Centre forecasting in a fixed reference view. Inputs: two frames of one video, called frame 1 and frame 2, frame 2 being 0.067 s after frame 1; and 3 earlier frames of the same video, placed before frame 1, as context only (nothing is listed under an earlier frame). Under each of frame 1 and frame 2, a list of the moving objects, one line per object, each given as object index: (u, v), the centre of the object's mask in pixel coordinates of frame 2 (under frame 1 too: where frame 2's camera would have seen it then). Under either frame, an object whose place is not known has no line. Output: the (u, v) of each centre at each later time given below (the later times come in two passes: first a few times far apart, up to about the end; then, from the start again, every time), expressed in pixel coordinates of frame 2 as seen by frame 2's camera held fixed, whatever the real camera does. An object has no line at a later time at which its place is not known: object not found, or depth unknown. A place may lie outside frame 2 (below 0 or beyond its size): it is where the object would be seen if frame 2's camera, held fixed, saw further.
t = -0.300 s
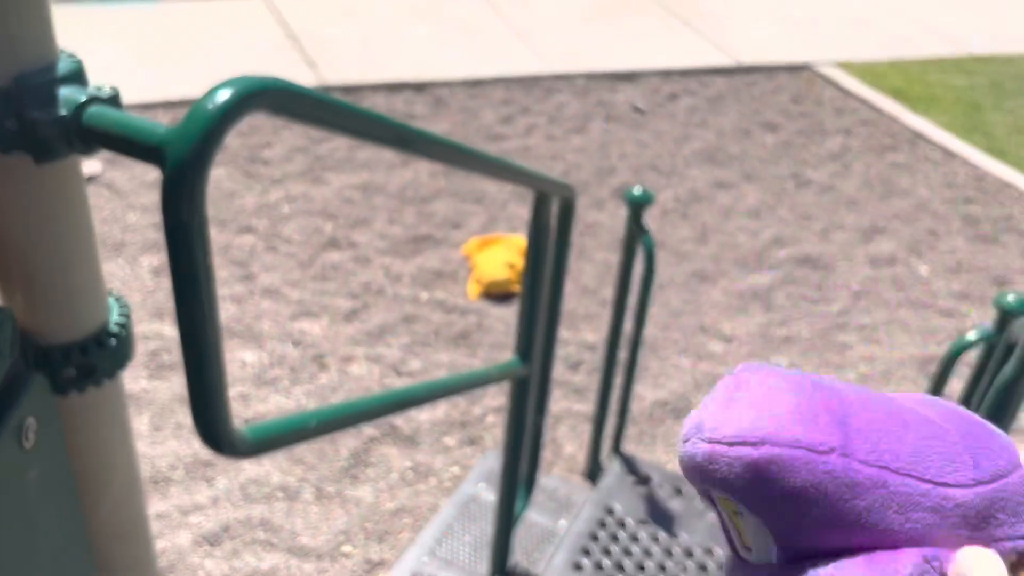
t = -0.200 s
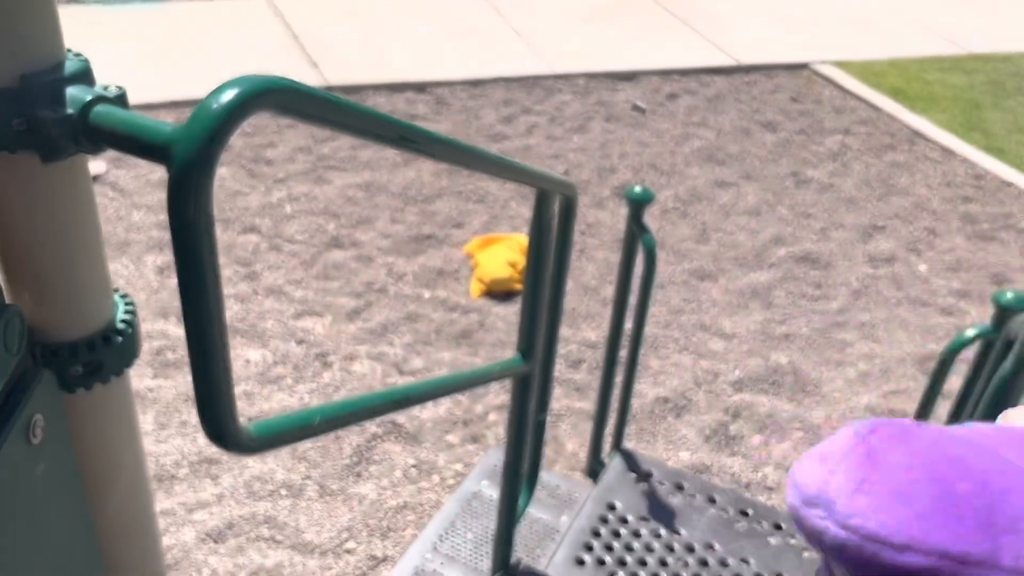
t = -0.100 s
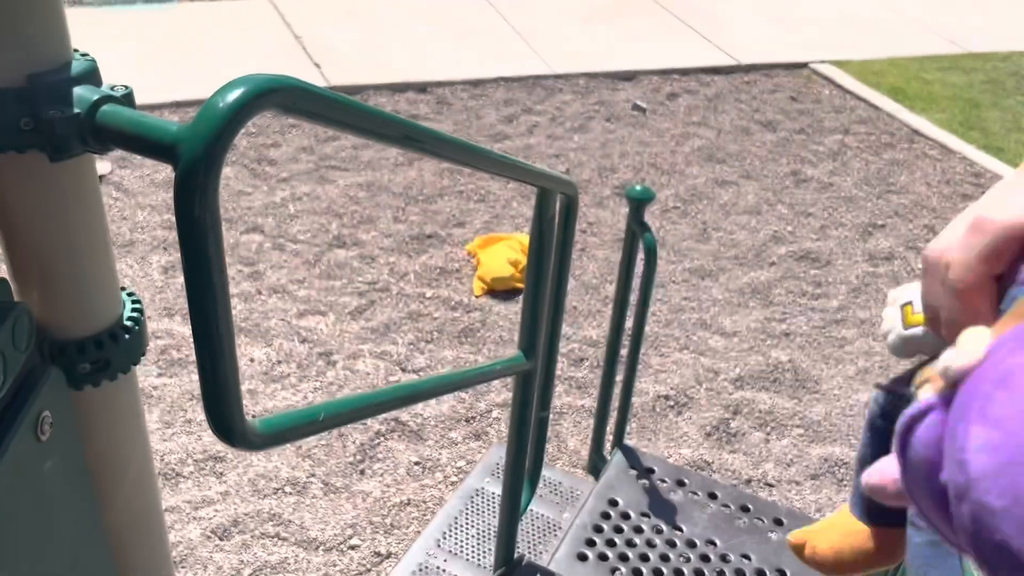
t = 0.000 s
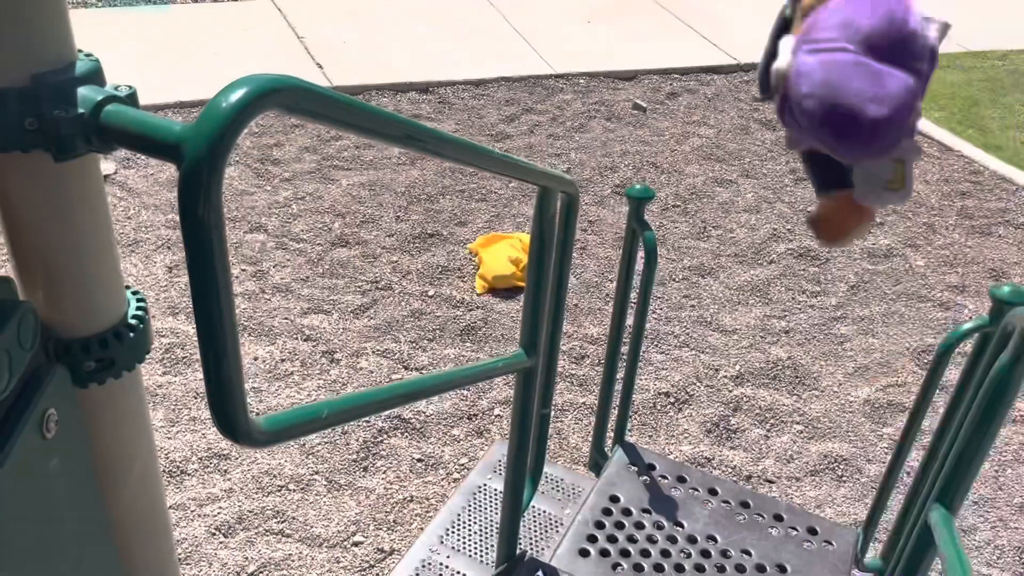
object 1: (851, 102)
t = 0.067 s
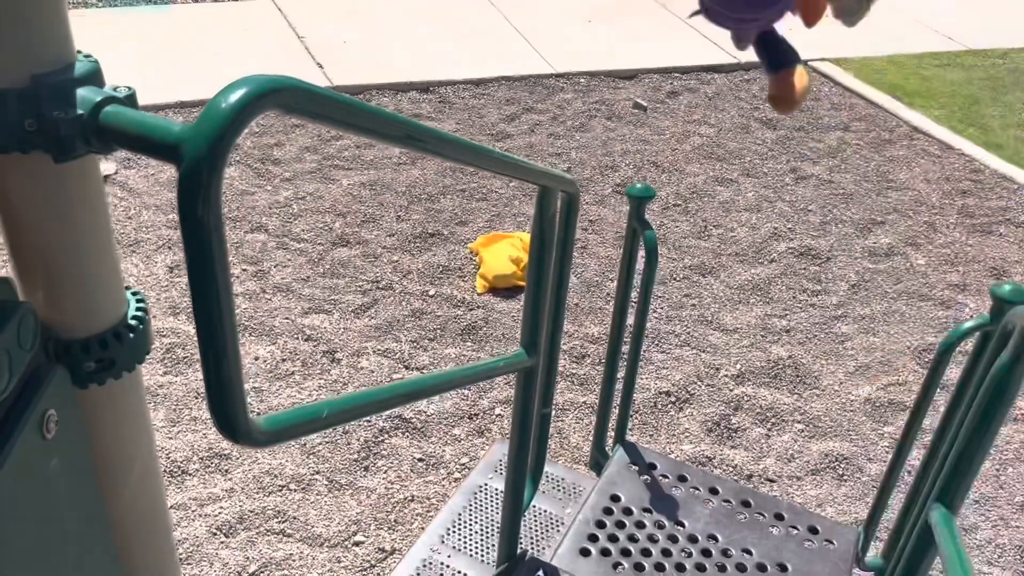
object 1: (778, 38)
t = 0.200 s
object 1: (630, 16)
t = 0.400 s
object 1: (556, 121)
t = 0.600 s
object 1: (498, 307)
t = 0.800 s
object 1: (487, 330)
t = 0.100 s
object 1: (745, 35)
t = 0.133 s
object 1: (726, 24)
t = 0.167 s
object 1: (682, 15)
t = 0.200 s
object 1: (630, 16)
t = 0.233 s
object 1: (615, 26)
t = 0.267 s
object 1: (605, 36)
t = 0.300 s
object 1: (593, 50)
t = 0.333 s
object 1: (583, 73)
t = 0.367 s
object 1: (569, 99)
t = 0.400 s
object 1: (556, 121)
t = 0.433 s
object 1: (545, 135)
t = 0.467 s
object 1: (522, 205)
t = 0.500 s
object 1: (515, 217)
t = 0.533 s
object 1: (509, 245)
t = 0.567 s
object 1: (502, 278)
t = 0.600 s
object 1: (498, 307)
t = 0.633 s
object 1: (492, 327)
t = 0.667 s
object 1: (482, 340)
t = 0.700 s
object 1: (471, 354)
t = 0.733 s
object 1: (482, 343)
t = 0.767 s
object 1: (488, 333)
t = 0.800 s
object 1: (487, 330)
